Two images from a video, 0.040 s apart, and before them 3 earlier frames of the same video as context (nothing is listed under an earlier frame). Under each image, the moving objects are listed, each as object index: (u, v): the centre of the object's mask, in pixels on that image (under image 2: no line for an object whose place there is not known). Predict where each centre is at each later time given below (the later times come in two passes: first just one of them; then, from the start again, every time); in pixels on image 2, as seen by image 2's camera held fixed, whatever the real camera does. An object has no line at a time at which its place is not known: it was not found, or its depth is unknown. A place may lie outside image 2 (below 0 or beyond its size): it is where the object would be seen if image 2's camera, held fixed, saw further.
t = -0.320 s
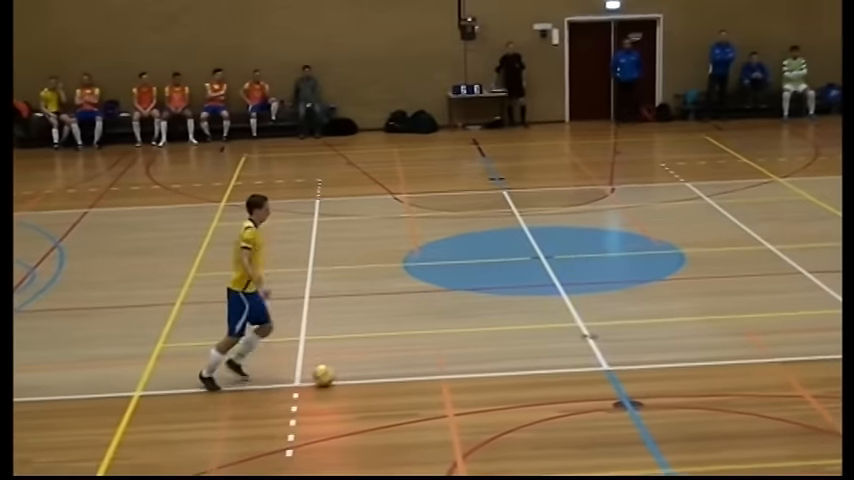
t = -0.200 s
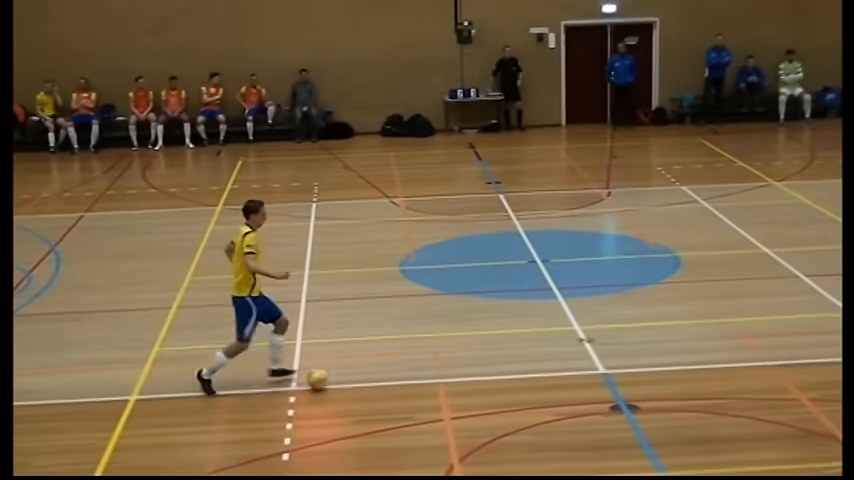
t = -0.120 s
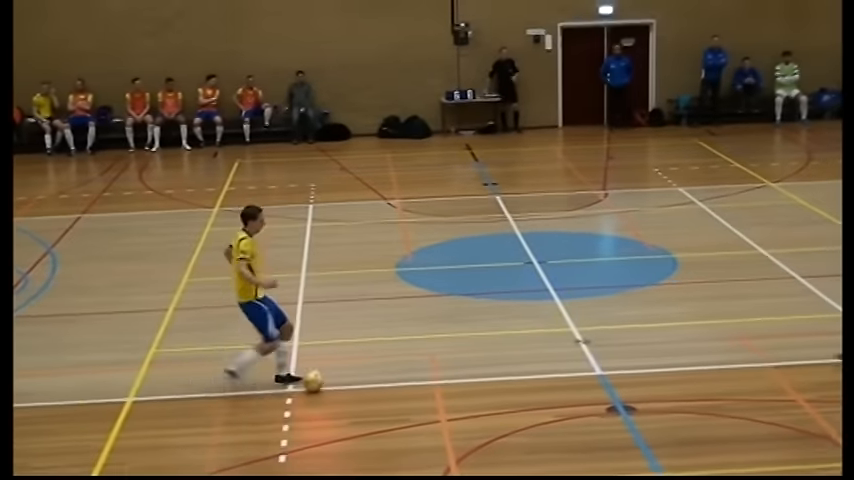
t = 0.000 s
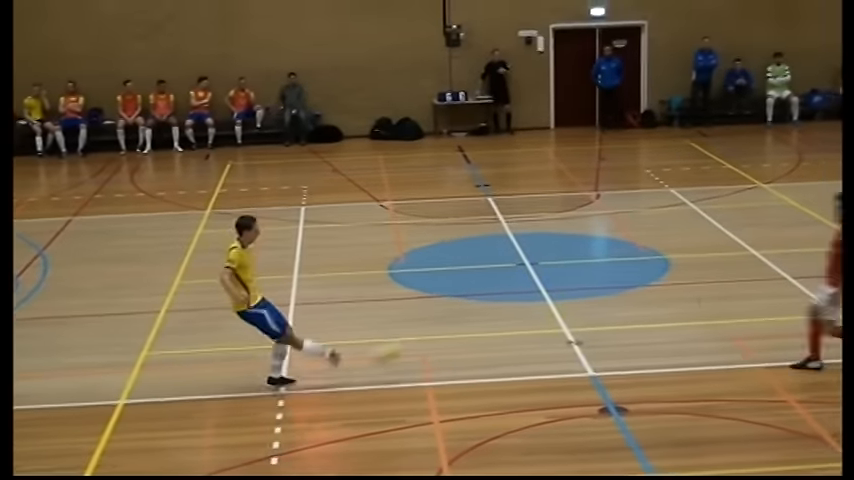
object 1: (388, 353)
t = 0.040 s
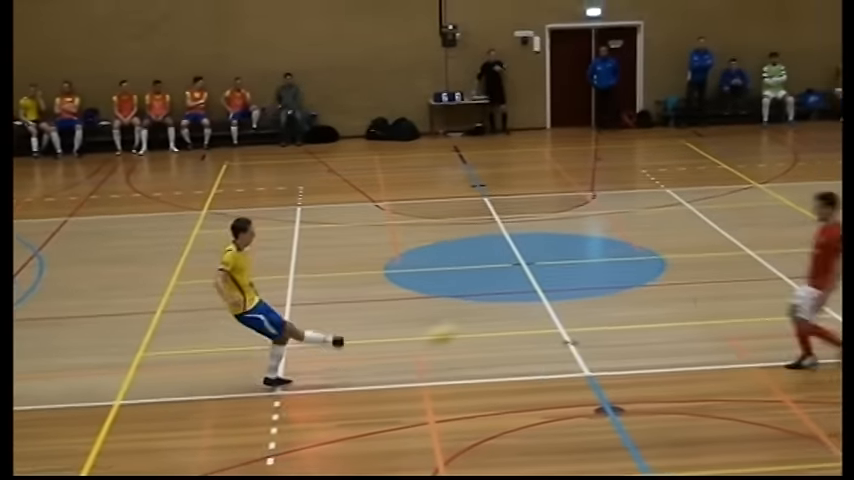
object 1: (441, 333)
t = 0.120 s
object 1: (550, 300)
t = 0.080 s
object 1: (497, 317)
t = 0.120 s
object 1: (550, 300)
